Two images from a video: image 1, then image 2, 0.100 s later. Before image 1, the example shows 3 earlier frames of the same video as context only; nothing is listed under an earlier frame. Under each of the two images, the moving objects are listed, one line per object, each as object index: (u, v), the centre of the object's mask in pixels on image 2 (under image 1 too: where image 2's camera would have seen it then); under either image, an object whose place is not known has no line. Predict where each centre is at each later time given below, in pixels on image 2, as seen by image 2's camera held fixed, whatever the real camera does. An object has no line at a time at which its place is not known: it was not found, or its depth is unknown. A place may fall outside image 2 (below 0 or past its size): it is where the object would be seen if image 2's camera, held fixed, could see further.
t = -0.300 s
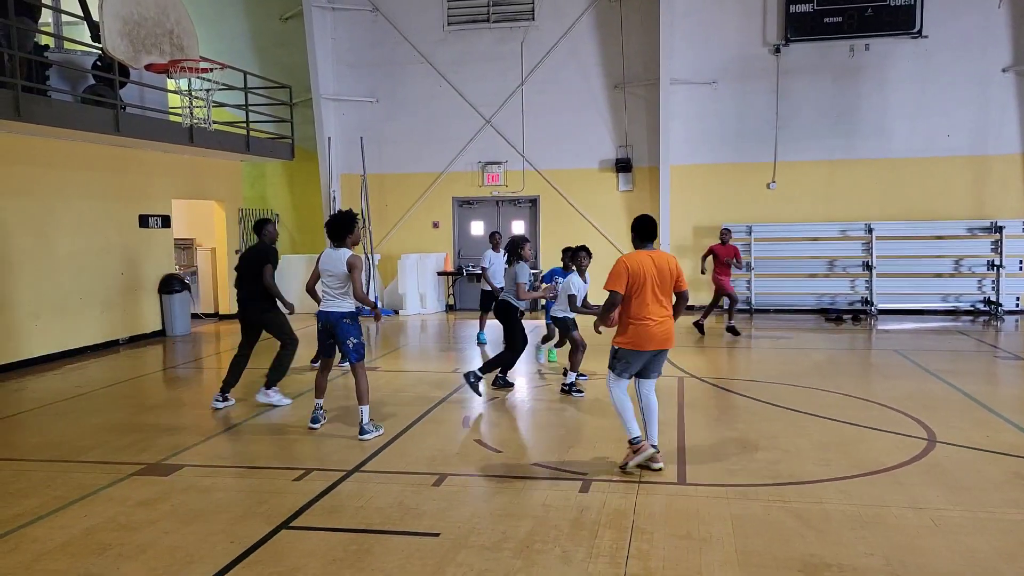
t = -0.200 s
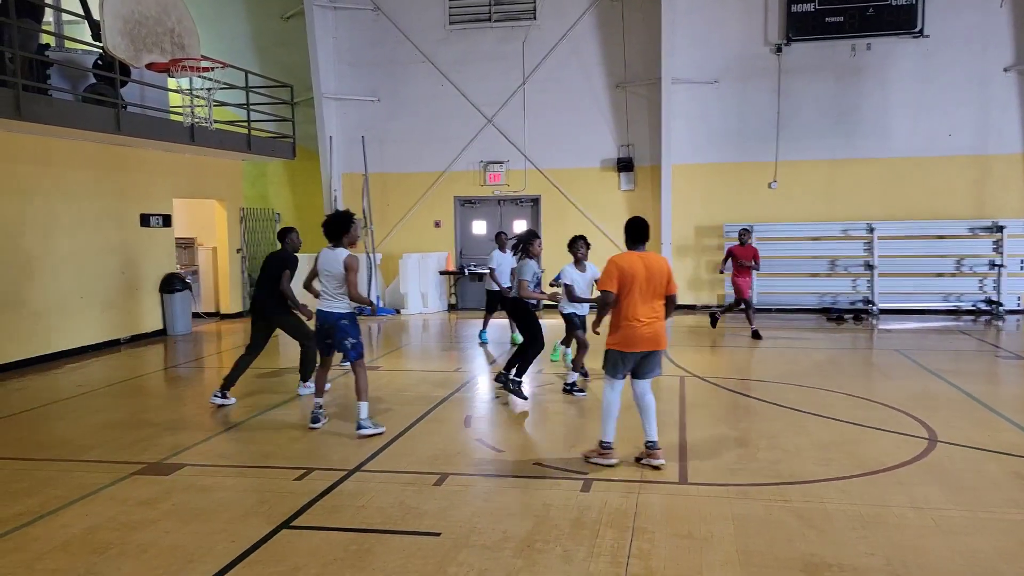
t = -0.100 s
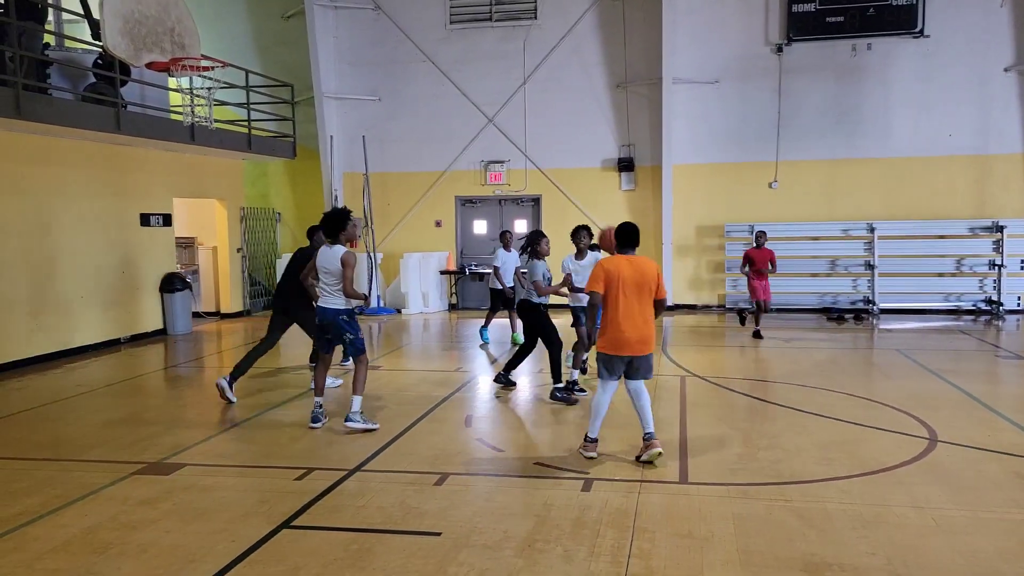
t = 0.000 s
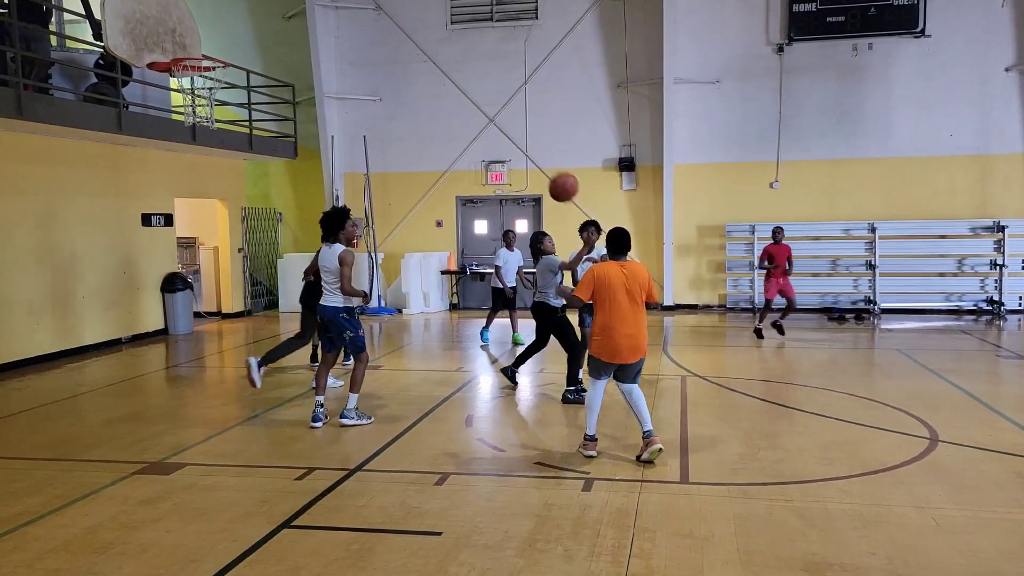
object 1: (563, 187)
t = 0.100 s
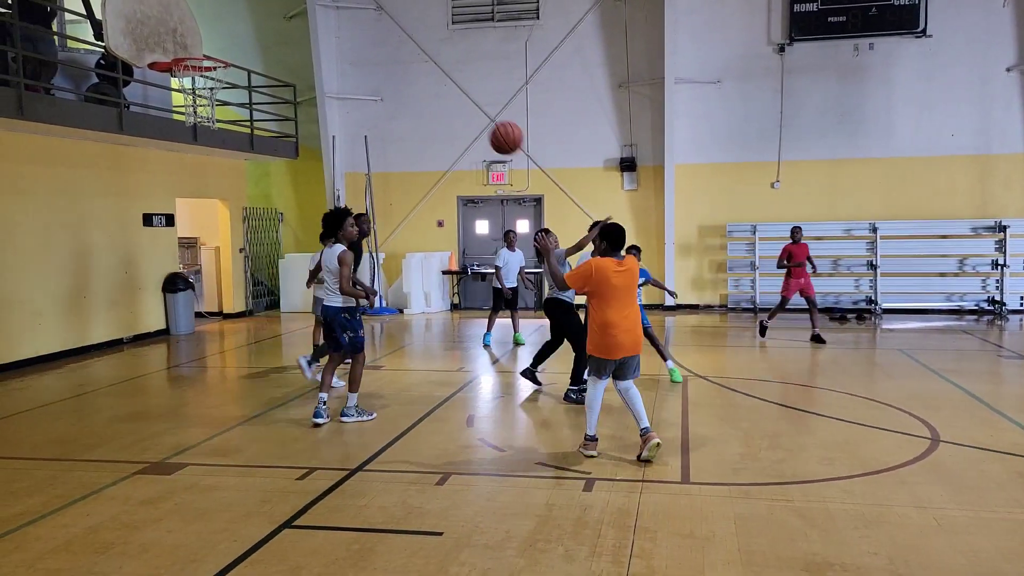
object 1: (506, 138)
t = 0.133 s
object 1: (484, 122)
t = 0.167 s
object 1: (459, 108)
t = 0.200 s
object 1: (436, 93)
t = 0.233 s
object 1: (410, 79)
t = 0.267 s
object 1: (383, 66)
